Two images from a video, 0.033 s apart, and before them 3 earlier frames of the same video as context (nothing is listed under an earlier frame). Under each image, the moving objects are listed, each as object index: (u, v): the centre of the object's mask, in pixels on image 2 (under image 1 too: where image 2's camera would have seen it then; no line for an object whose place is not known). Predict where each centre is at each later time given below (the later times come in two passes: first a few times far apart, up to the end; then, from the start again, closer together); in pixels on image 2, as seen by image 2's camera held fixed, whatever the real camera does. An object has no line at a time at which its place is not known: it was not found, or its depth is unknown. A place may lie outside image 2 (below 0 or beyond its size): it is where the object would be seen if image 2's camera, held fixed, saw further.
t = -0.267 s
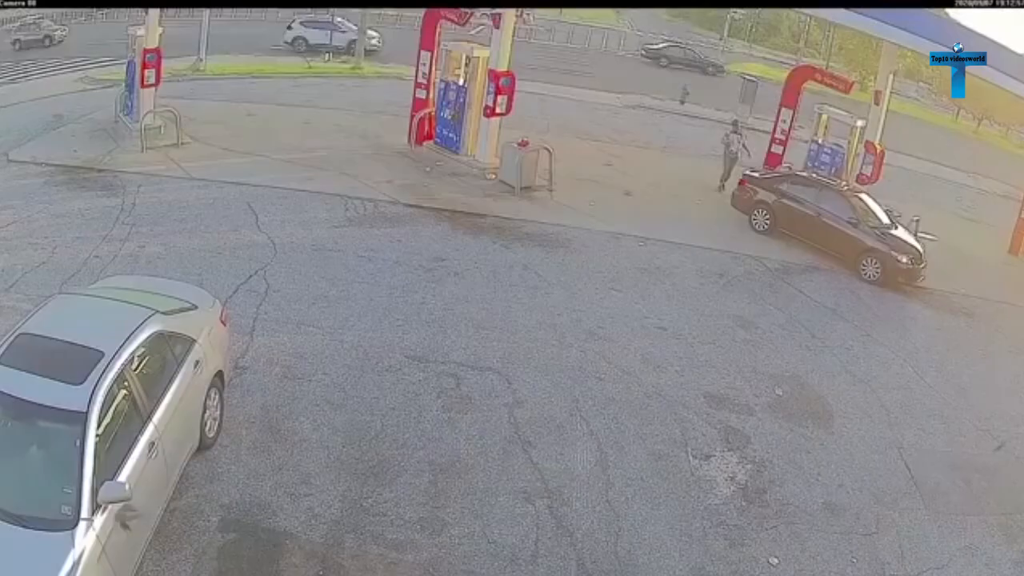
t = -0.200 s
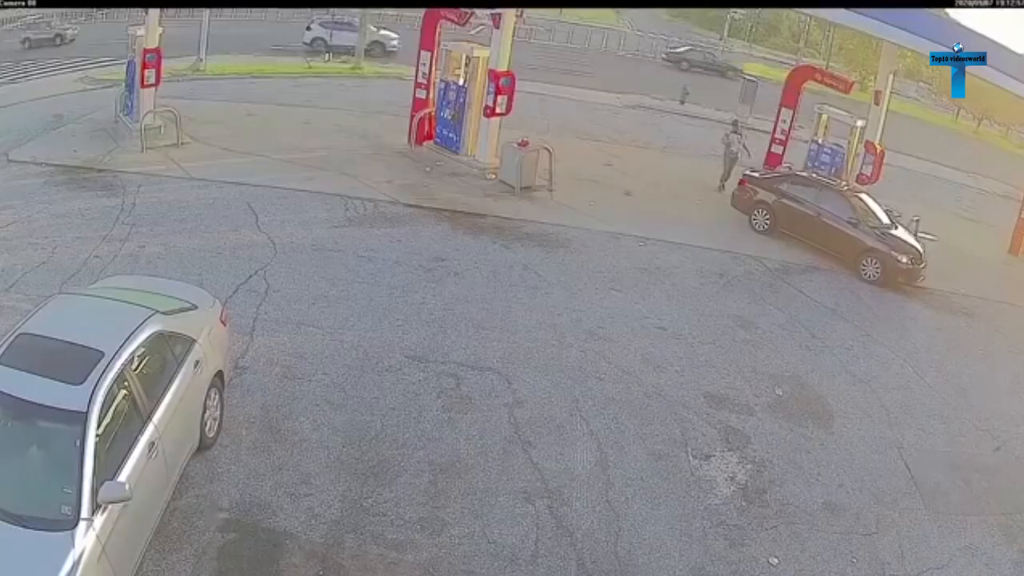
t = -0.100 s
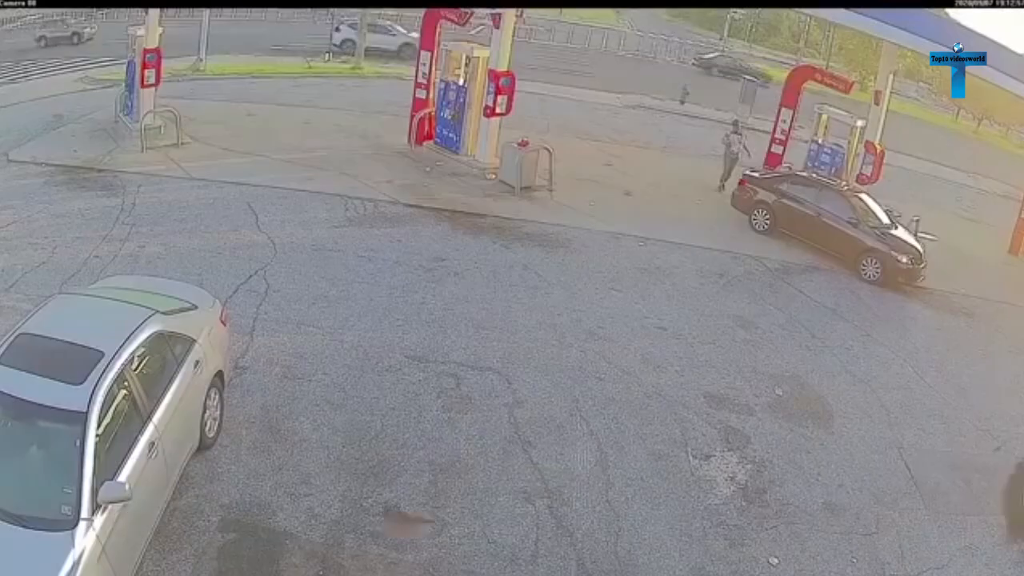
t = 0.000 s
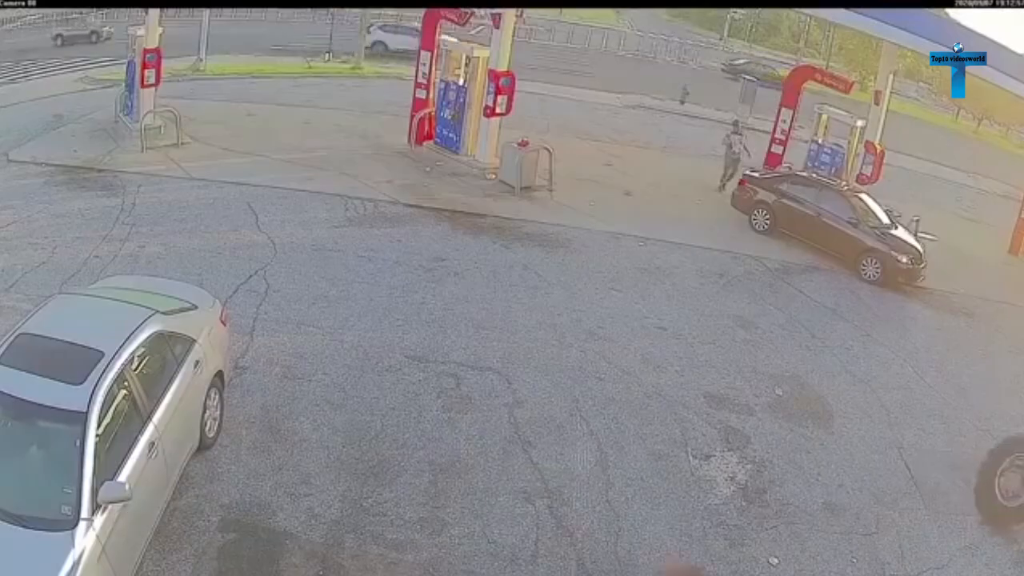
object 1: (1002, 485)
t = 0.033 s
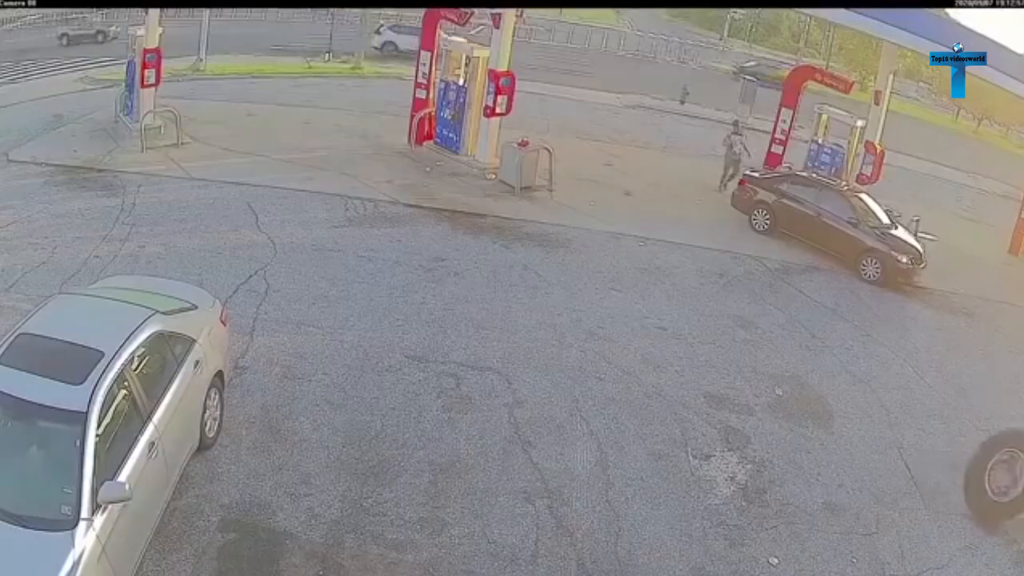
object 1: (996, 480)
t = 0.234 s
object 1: (943, 443)
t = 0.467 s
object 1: (877, 397)
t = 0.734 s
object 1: (806, 349)
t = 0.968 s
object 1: (761, 309)
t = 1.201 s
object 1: (727, 279)
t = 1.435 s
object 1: (708, 251)
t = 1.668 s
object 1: (701, 231)
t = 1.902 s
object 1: (705, 212)
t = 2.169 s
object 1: (714, 199)
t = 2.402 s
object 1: (713, 189)
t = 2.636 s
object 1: (708, 186)
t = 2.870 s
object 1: (704, 181)
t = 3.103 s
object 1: (701, 177)
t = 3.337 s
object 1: (699, 174)
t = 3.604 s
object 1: (701, 176)
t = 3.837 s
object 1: (715, 170)
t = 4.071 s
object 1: (725, 171)
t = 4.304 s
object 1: (730, 172)
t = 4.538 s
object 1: (733, 173)
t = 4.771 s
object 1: (736, 175)
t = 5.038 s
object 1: (737, 181)
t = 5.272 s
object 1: (737, 179)
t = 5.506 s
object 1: (736, 178)
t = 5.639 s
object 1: (737, 178)
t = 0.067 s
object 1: (990, 474)
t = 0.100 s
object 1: (982, 468)
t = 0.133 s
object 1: (973, 461)
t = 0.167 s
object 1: (963, 455)
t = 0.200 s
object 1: (953, 449)
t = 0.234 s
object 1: (943, 443)
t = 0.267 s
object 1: (933, 437)
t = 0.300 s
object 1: (924, 430)
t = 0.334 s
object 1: (915, 422)
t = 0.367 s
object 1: (905, 416)
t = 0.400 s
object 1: (896, 410)
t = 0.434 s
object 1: (886, 404)
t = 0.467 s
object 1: (877, 397)
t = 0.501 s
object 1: (867, 391)
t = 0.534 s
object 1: (857, 386)
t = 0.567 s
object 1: (848, 381)
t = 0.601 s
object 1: (839, 375)
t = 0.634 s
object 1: (830, 369)
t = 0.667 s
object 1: (822, 362)
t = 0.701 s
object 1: (814, 356)
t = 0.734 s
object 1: (806, 349)
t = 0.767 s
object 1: (799, 343)
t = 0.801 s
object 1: (793, 337)
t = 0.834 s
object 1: (786, 331)
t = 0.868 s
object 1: (779, 325)
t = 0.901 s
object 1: (773, 320)
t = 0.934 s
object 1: (767, 315)
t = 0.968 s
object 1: (761, 309)
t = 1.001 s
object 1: (755, 305)
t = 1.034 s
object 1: (750, 300)
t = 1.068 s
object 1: (745, 296)
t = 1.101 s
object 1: (740, 292)
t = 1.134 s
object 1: (736, 287)
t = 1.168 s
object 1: (731, 283)
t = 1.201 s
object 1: (727, 279)
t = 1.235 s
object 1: (723, 274)
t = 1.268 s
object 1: (720, 270)
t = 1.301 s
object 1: (717, 266)
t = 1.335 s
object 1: (715, 262)
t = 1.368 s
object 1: (713, 258)
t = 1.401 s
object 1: (710, 255)
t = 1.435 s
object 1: (708, 251)
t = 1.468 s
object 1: (707, 248)
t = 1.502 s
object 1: (706, 245)
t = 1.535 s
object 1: (704, 242)
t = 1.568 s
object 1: (703, 239)
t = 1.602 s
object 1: (702, 236)
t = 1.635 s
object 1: (701, 234)
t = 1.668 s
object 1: (701, 231)
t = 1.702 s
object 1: (700, 228)
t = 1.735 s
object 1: (700, 226)
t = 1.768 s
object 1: (701, 222)
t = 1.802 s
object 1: (702, 219)
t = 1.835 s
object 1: (704, 216)
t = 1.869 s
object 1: (704, 214)
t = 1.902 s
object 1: (705, 212)
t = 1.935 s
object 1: (706, 210)
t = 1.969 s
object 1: (707, 208)
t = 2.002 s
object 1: (708, 207)
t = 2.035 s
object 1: (709, 205)
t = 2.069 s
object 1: (710, 204)
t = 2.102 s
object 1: (711, 203)
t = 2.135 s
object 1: (712, 201)
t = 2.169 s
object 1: (714, 199)
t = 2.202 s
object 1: (715, 197)
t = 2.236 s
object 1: (716, 195)
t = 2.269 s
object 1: (716, 193)
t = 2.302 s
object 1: (716, 192)
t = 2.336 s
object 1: (715, 191)
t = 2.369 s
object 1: (714, 190)
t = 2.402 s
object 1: (713, 189)
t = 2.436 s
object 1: (712, 189)
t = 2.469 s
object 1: (711, 189)
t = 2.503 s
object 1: (711, 188)
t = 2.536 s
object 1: (710, 188)
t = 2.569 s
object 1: (710, 188)
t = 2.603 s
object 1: (710, 187)
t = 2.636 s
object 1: (708, 186)
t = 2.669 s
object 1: (707, 185)
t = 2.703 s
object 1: (707, 184)
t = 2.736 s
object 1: (706, 184)
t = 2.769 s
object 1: (706, 184)
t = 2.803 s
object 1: (705, 183)
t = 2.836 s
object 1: (704, 181)
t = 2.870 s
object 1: (704, 181)
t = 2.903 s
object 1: (703, 180)
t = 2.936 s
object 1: (703, 180)
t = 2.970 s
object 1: (703, 179)
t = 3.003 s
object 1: (702, 179)
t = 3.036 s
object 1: (701, 178)
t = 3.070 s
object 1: (701, 178)
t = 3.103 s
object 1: (701, 177)
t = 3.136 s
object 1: (701, 176)
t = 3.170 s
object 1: (701, 176)
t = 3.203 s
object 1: (700, 175)
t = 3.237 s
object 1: (700, 175)
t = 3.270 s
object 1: (700, 175)
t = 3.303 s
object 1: (700, 174)
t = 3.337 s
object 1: (699, 174)
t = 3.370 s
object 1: (699, 174)
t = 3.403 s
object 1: (699, 174)
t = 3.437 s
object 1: (698, 175)
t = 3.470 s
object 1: (699, 175)
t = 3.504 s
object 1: (699, 176)
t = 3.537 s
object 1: (700, 176)
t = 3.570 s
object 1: (700, 176)
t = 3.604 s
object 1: (701, 176)
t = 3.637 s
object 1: (702, 175)
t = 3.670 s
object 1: (705, 174)
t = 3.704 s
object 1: (707, 173)
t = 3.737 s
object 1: (709, 172)
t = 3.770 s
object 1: (711, 171)
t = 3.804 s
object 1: (713, 171)
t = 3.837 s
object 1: (715, 170)
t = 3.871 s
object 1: (718, 172)
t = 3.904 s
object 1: (720, 172)
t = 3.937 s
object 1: (721, 172)
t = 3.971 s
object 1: (722, 172)
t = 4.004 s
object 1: (723, 171)
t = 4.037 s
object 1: (724, 171)
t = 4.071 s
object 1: (725, 171)
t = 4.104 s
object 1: (726, 171)
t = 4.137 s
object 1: (726, 171)
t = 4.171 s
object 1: (727, 172)
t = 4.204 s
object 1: (728, 172)
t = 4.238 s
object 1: (728, 171)
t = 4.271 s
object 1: (729, 172)
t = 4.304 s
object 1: (730, 172)
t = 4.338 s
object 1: (730, 172)
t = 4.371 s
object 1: (731, 173)
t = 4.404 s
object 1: (731, 173)
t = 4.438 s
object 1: (732, 173)
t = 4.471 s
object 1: (732, 174)
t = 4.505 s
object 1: (733, 173)
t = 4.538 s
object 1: (733, 173)
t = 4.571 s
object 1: (734, 174)
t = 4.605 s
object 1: (734, 174)
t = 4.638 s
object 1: (734, 174)
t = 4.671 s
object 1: (735, 175)
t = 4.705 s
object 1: (735, 175)
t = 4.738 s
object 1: (735, 175)
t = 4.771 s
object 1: (736, 175)
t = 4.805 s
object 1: (736, 176)
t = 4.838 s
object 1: (736, 176)
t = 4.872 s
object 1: (737, 176)
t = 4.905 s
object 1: (737, 177)
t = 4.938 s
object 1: (737, 178)
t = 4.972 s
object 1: (737, 179)
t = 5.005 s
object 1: (738, 180)
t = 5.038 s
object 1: (737, 181)
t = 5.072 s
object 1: (737, 182)
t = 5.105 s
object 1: (737, 182)
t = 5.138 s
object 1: (737, 181)
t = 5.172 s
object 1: (737, 181)
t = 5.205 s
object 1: (737, 180)
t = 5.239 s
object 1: (737, 179)
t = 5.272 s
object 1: (737, 179)
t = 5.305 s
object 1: (736, 179)
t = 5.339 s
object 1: (737, 178)
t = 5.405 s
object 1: (736, 179)
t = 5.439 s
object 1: (737, 178)
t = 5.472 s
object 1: (736, 179)
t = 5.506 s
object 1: (736, 178)
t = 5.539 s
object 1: (737, 178)
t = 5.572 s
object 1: (737, 178)
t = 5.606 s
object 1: (737, 178)
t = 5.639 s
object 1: (737, 178)
